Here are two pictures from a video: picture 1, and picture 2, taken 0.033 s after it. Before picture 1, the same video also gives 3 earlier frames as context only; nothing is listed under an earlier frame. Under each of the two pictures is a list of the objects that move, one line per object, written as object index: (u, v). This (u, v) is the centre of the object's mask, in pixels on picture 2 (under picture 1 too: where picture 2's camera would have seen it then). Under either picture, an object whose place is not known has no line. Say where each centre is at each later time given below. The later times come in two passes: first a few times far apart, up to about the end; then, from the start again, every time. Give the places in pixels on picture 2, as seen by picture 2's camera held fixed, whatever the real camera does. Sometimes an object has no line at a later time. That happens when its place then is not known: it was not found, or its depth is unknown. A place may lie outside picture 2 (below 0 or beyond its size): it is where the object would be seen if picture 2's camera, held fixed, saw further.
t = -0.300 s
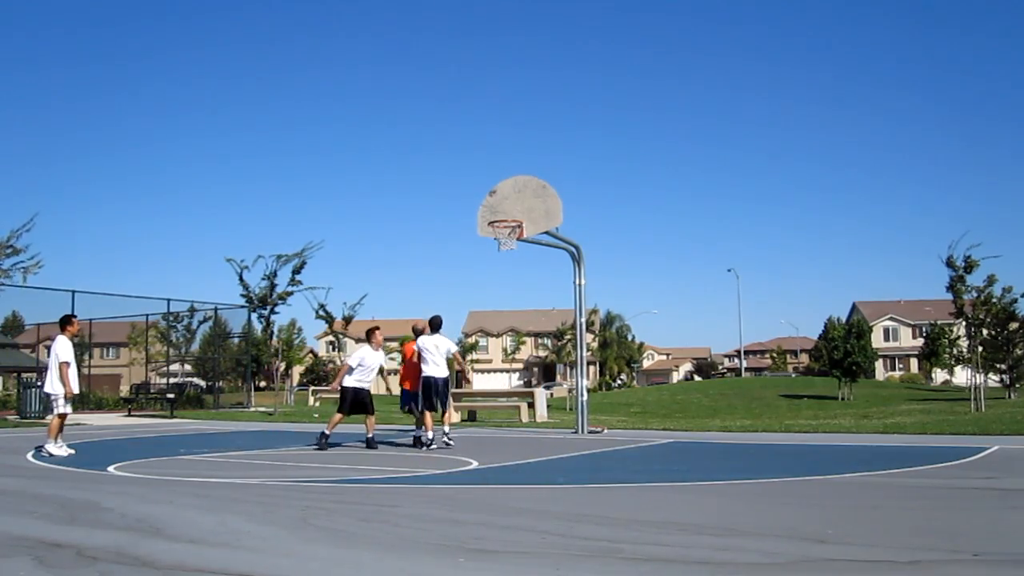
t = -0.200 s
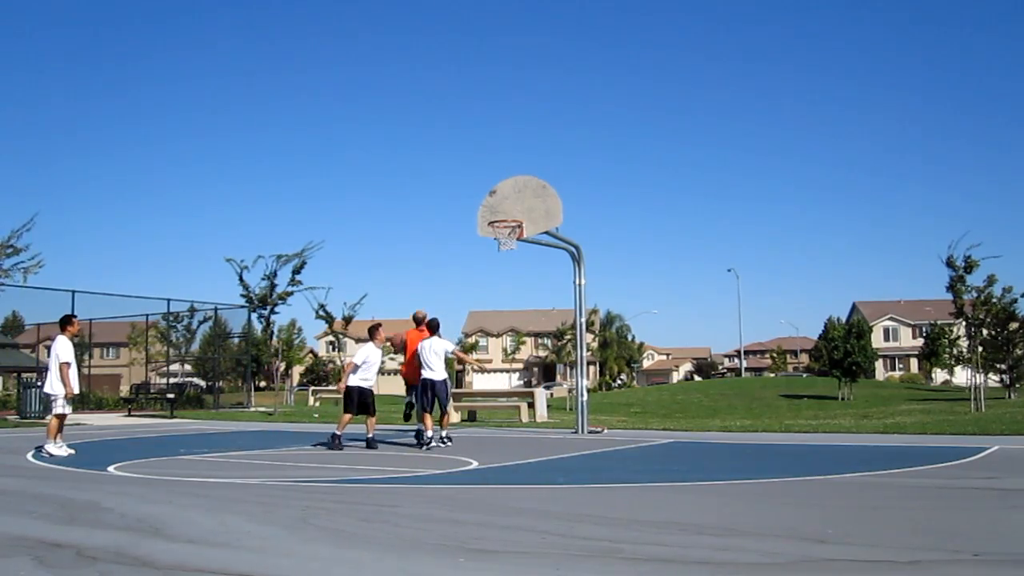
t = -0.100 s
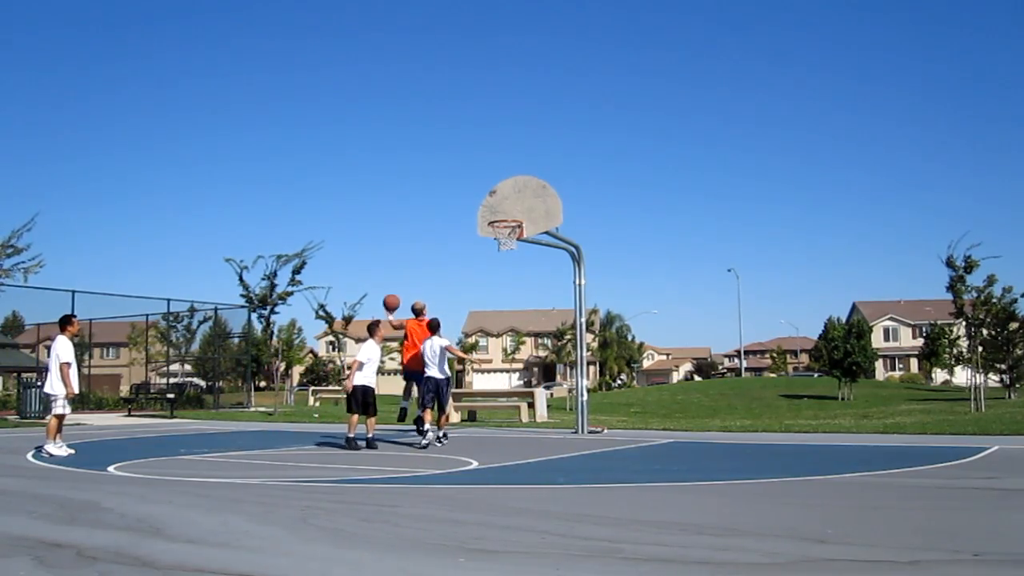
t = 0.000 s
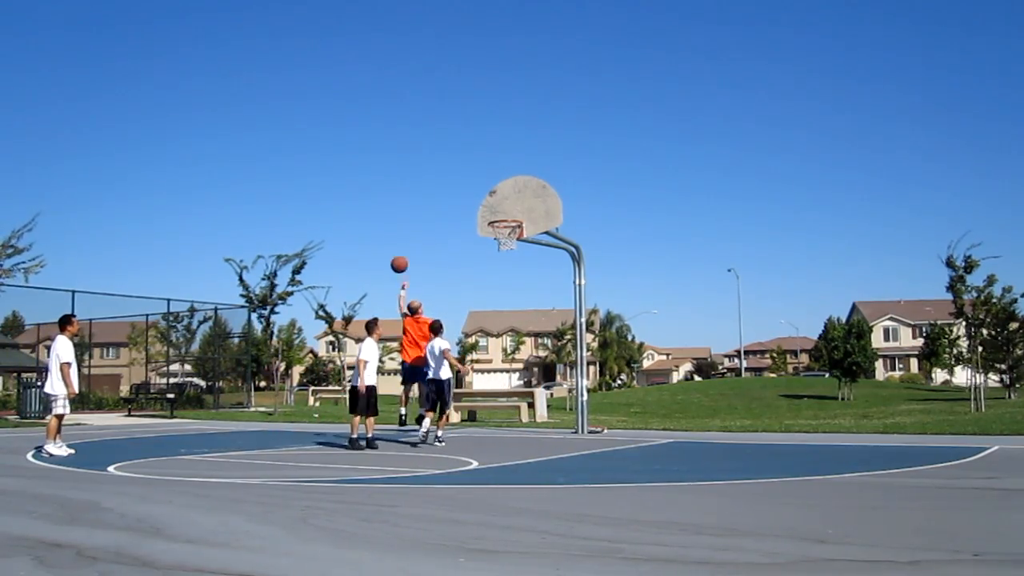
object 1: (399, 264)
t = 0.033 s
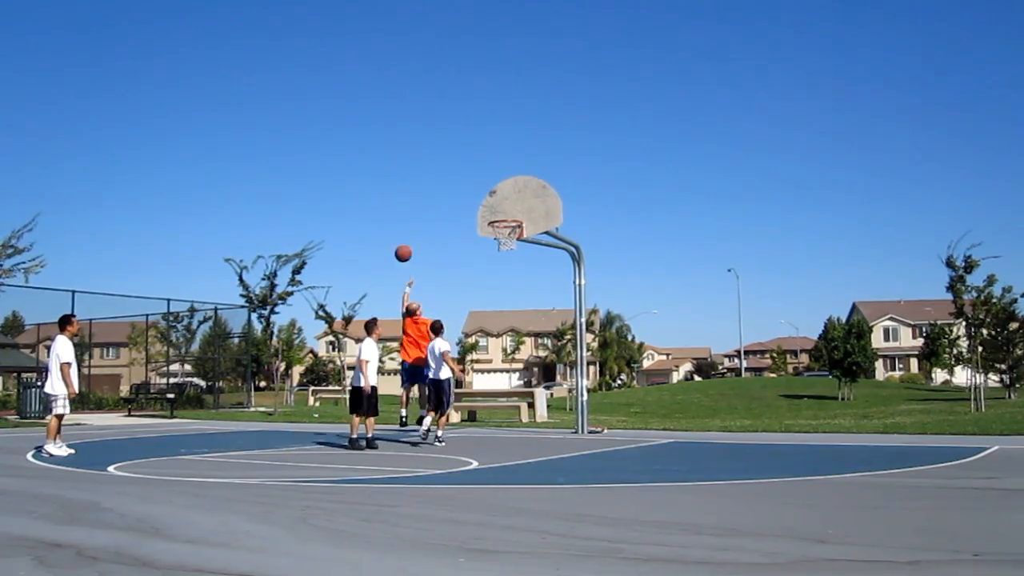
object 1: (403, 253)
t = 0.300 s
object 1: (435, 193)
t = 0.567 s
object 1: (466, 183)
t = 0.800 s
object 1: (493, 214)
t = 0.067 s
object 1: (407, 243)
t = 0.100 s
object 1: (411, 233)
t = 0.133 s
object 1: (415, 225)
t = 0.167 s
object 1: (419, 216)
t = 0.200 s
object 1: (423, 210)
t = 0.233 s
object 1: (427, 203)
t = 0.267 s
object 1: (431, 198)
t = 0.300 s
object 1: (435, 193)
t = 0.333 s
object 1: (439, 190)
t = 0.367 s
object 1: (442, 186)
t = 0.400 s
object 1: (446, 184)
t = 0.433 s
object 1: (450, 182)
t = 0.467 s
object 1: (454, 181)
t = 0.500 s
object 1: (458, 181)
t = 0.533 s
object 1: (462, 182)
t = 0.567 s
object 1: (466, 183)
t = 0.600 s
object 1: (469, 186)
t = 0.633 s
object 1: (473, 189)
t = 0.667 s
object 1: (477, 192)
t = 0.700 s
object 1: (481, 196)
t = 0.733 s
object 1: (485, 201)
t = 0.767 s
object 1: (489, 207)
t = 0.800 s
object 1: (493, 214)
